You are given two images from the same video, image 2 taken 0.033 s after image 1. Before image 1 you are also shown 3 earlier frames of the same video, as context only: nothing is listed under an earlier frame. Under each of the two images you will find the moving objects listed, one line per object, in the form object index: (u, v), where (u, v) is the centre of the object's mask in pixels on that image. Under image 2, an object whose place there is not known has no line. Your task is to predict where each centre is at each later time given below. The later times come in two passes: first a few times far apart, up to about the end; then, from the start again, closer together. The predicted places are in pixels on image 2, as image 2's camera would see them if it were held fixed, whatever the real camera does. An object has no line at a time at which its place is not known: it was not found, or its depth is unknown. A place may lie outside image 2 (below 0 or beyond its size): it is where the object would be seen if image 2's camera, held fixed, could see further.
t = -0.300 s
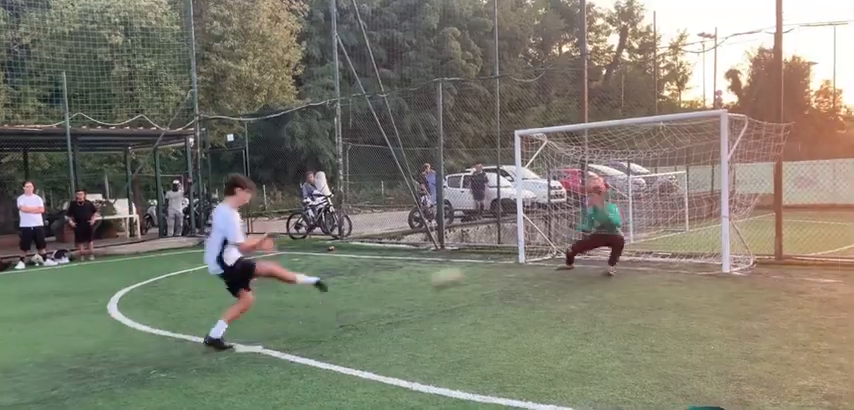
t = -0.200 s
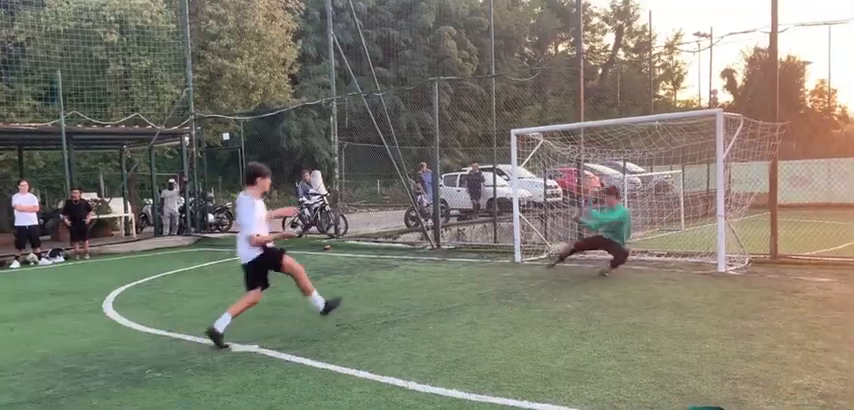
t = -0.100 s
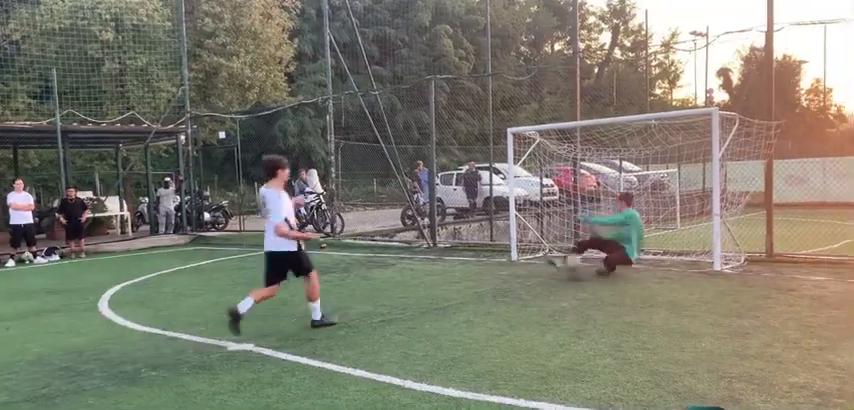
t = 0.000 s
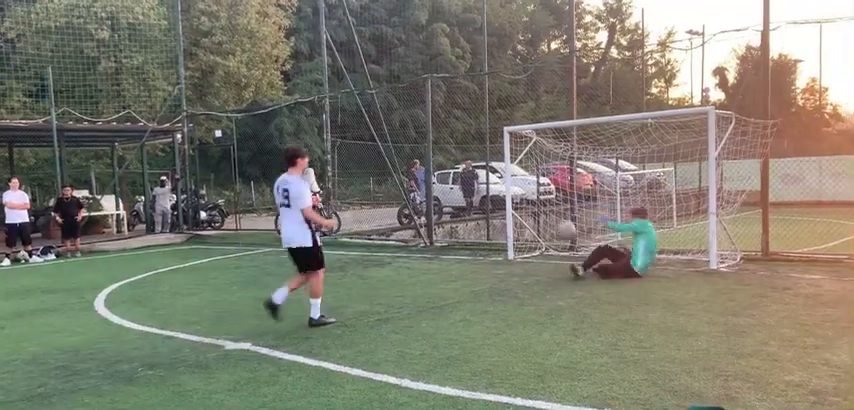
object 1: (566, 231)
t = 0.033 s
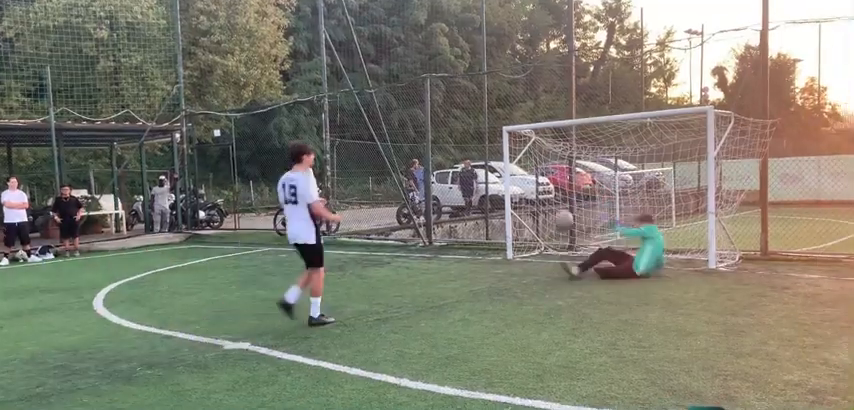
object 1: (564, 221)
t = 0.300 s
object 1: (546, 169)
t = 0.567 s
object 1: (516, 217)
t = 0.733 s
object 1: (482, 392)
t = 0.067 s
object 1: (562, 212)
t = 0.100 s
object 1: (559, 203)
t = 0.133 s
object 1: (558, 194)
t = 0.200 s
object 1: (554, 182)
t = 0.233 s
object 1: (551, 176)
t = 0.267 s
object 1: (548, 172)
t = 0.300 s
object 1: (546, 169)
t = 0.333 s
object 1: (543, 167)
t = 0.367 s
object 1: (541, 167)
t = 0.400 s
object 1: (537, 169)
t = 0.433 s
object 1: (534, 172)
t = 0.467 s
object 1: (531, 179)
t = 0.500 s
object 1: (527, 185)
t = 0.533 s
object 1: (523, 202)
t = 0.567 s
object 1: (516, 217)
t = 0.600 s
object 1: (511, 239)
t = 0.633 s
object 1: (504, 268)
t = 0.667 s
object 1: (498, 303)
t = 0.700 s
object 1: (490, 348)
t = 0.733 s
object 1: (482, 392)
